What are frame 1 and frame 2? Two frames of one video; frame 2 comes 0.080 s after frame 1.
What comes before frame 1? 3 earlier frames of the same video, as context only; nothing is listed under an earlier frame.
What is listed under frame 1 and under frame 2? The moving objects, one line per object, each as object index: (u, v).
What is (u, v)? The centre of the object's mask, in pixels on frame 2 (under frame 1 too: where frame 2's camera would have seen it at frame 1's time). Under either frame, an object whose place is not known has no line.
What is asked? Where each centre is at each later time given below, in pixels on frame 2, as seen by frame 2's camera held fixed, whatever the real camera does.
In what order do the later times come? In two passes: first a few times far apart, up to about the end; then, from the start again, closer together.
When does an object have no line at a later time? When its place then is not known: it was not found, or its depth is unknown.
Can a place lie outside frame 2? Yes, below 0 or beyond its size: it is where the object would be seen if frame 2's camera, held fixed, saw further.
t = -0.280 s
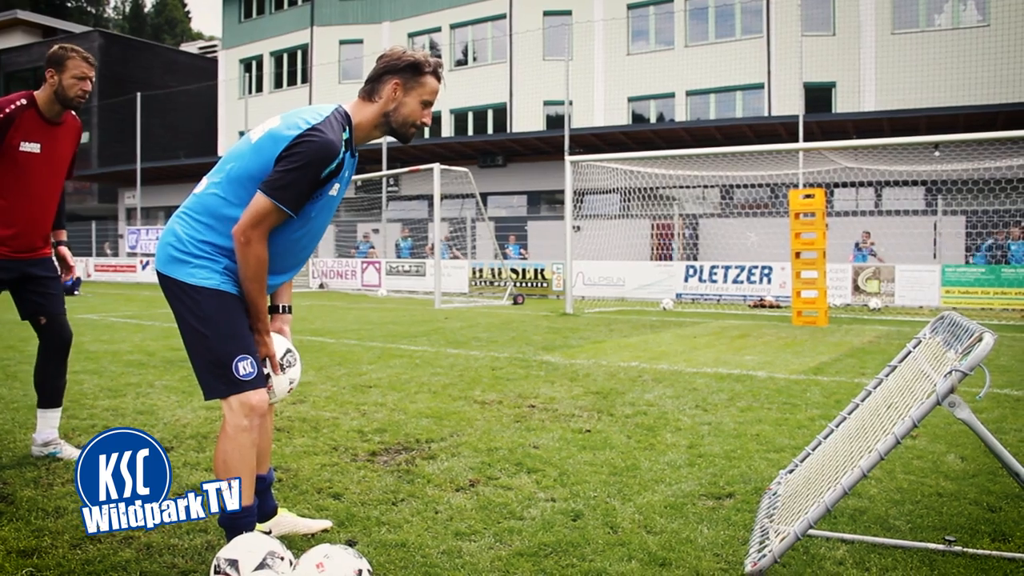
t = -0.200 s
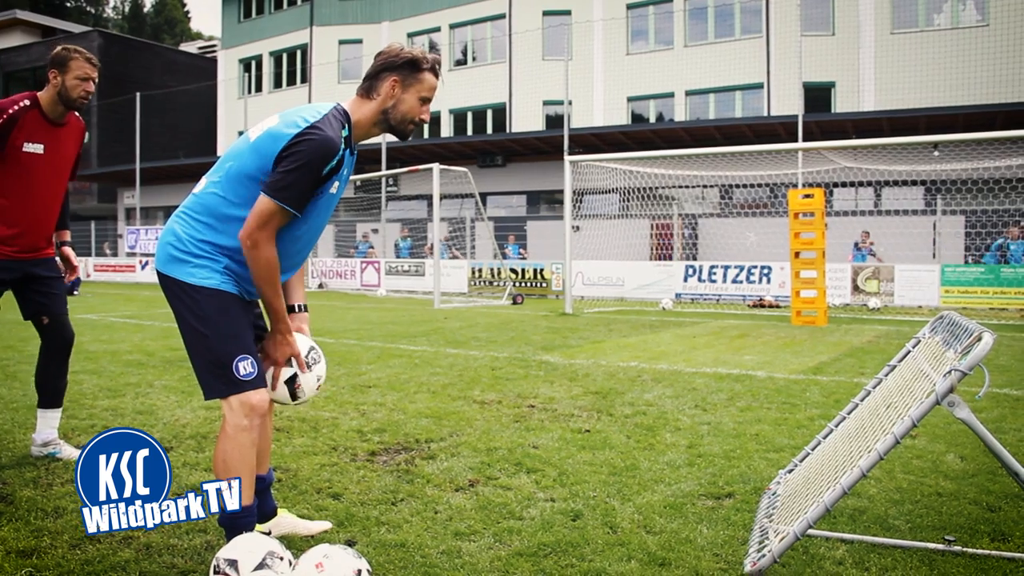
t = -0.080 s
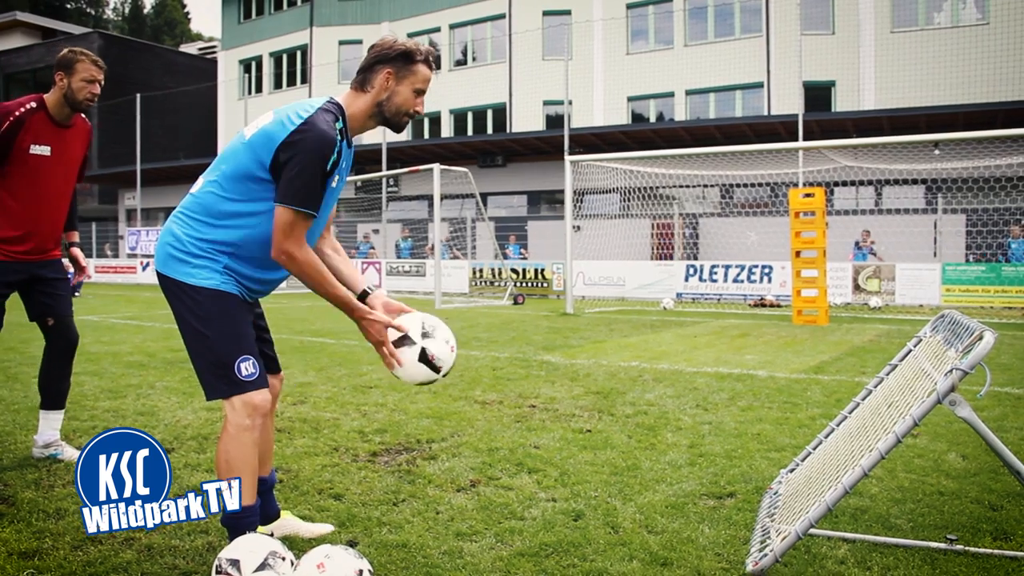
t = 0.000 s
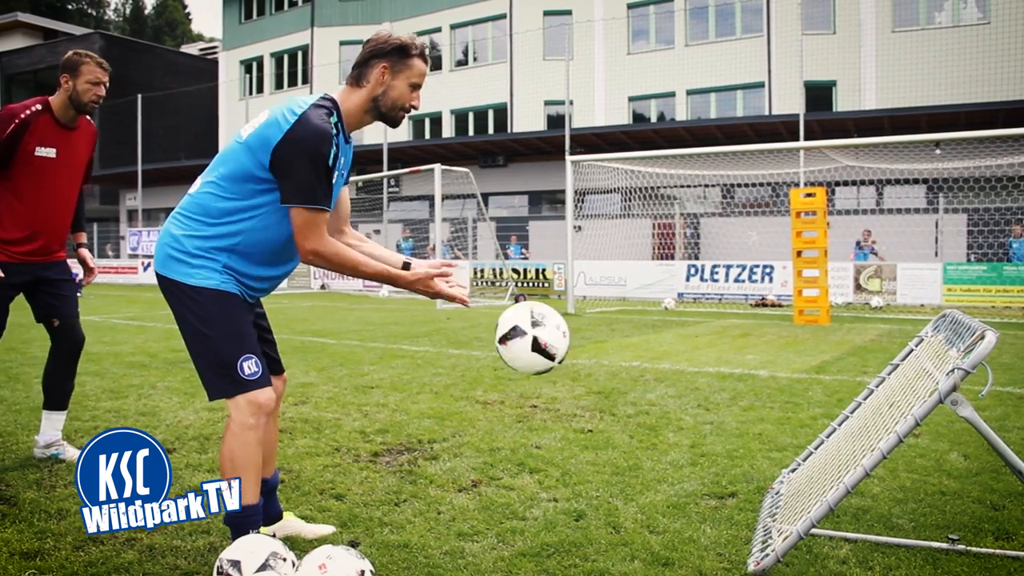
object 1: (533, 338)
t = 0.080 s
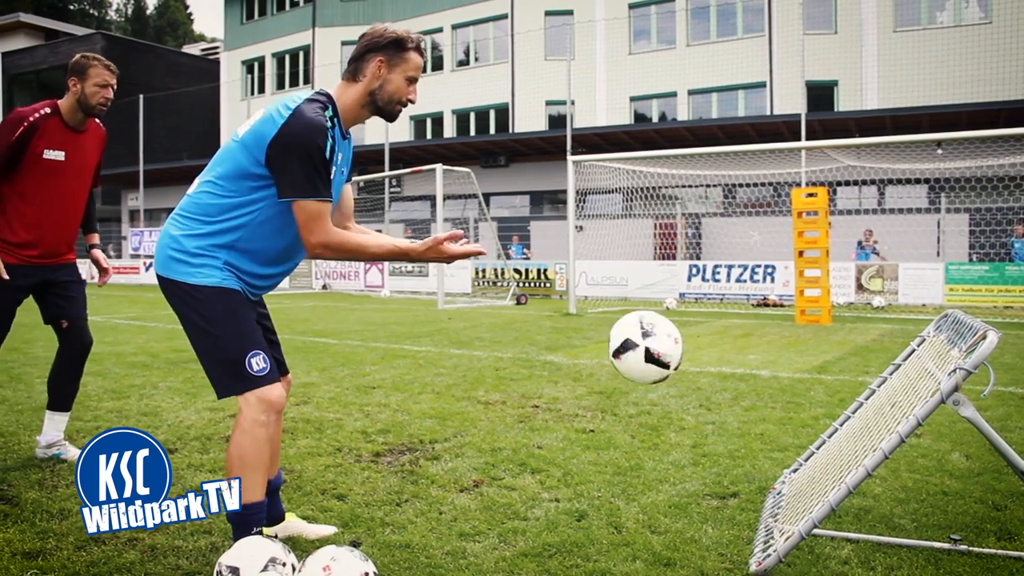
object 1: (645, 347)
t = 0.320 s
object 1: (821, 385)
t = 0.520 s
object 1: (663, 305)
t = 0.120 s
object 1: (700, 359)
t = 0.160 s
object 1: (754, 376)
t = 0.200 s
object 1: (807, 398)
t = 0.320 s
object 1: (821, 385)
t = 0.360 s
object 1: (787, 359)
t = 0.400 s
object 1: (754, 338)
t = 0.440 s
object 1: (722, 323)
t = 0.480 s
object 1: (692, 311)
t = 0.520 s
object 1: (663, 305)
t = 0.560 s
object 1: (635, 303)
